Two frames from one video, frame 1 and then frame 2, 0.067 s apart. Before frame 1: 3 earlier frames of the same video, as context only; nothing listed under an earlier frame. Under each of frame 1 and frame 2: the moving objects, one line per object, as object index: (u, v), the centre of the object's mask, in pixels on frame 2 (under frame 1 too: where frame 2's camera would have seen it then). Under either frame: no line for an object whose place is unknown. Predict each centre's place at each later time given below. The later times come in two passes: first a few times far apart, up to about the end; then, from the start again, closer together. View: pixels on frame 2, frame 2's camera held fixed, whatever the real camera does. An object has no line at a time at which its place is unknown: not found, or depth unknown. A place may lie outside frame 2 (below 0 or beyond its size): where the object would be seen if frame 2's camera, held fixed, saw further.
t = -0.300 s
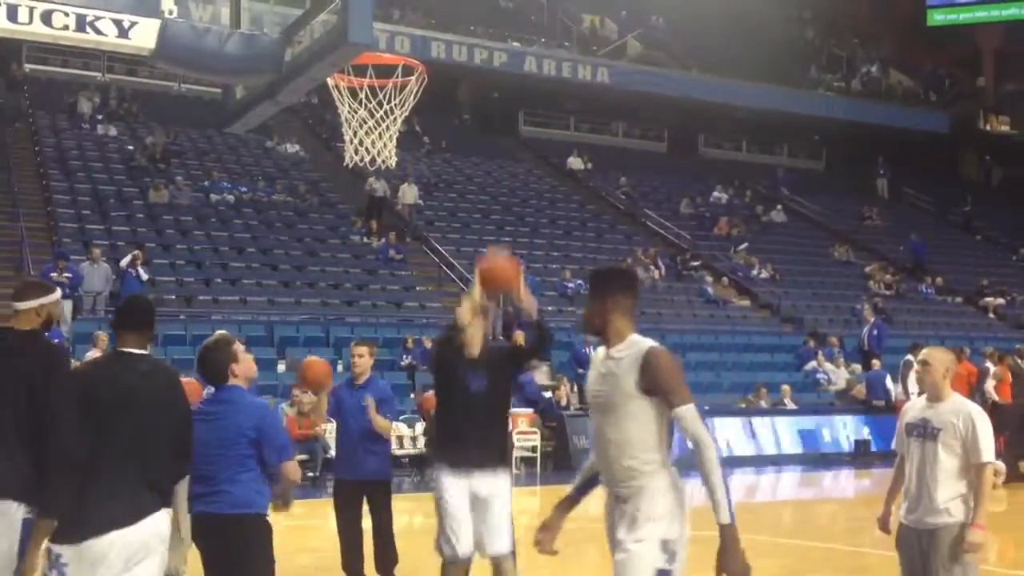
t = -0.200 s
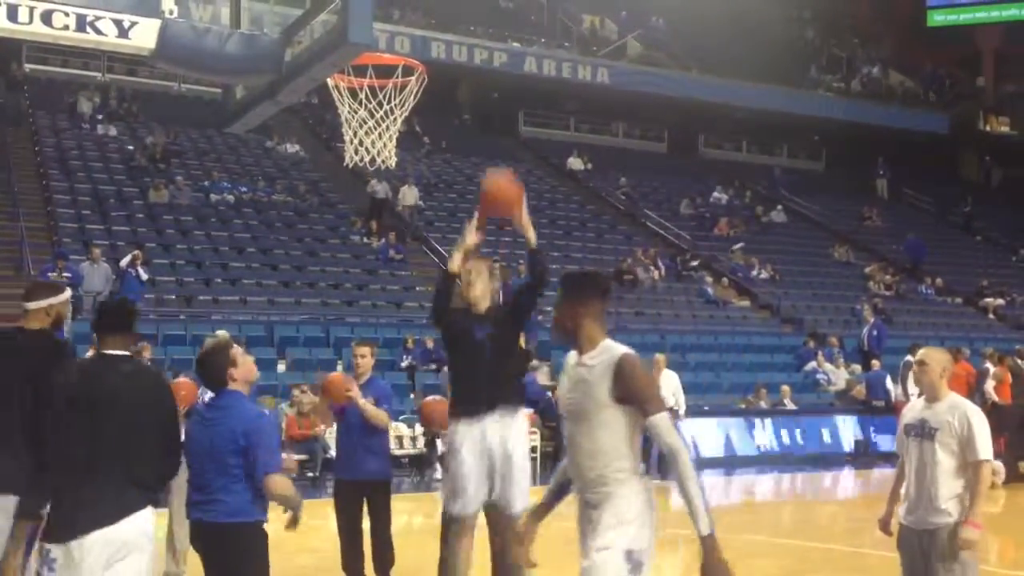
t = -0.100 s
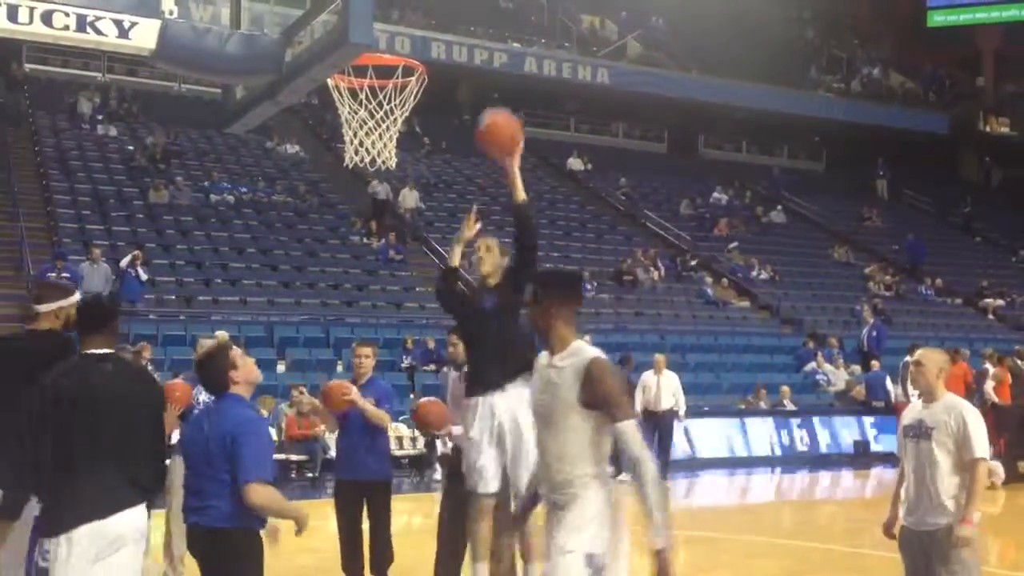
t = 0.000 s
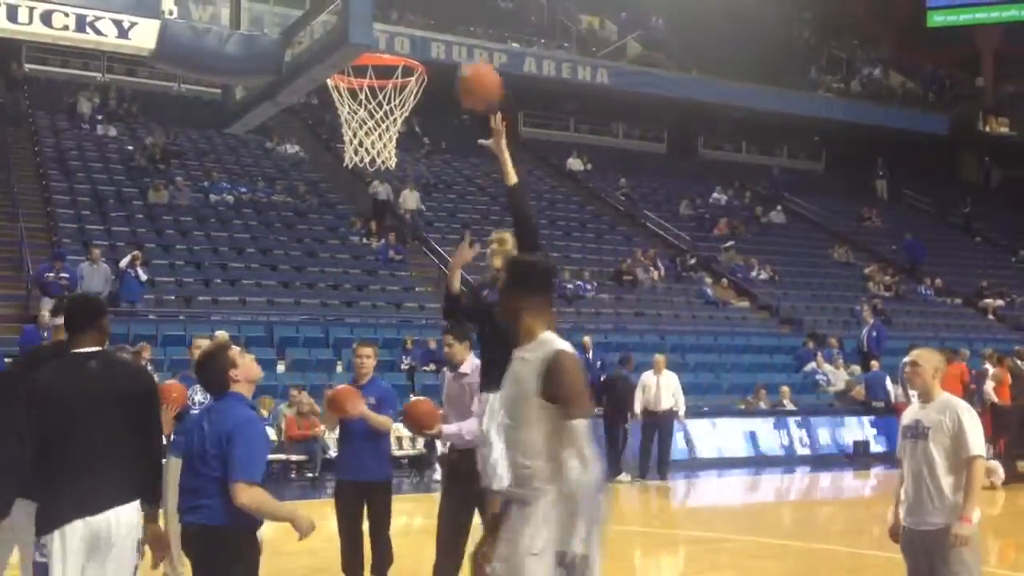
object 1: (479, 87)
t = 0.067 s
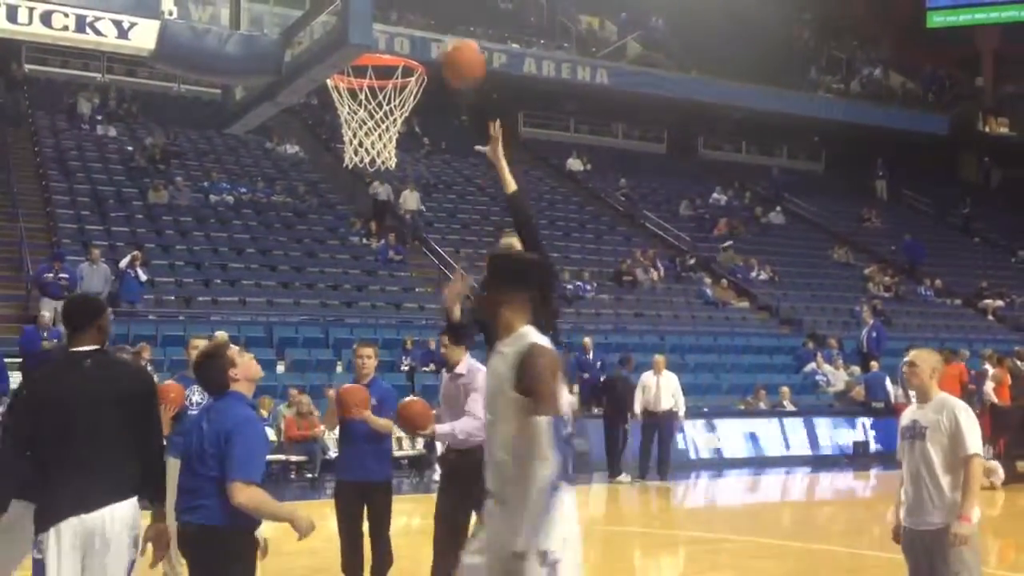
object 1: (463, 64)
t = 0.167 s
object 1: (435, 40)
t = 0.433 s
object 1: (349, 91)
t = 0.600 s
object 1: (346, 134)
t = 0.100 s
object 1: (455, 53)
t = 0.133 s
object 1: (446, 47)
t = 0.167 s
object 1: (435, 40)
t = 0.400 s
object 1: (369, 73)
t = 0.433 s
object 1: (349, 91)
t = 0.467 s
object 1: (350, 89)
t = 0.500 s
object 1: (348, 90)
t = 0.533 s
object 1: (348, 89)
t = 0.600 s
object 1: (346, 134)
